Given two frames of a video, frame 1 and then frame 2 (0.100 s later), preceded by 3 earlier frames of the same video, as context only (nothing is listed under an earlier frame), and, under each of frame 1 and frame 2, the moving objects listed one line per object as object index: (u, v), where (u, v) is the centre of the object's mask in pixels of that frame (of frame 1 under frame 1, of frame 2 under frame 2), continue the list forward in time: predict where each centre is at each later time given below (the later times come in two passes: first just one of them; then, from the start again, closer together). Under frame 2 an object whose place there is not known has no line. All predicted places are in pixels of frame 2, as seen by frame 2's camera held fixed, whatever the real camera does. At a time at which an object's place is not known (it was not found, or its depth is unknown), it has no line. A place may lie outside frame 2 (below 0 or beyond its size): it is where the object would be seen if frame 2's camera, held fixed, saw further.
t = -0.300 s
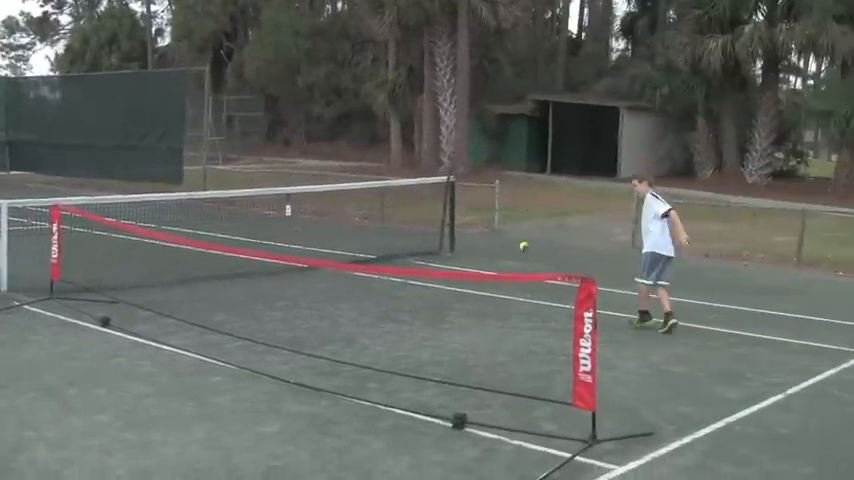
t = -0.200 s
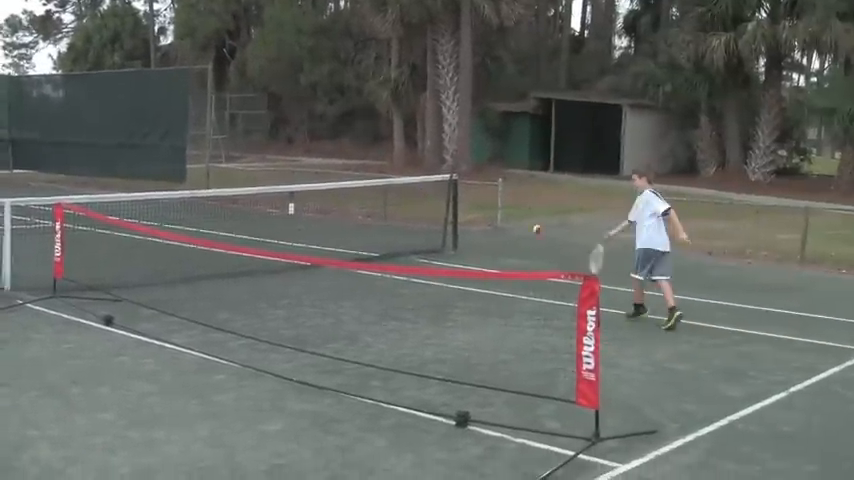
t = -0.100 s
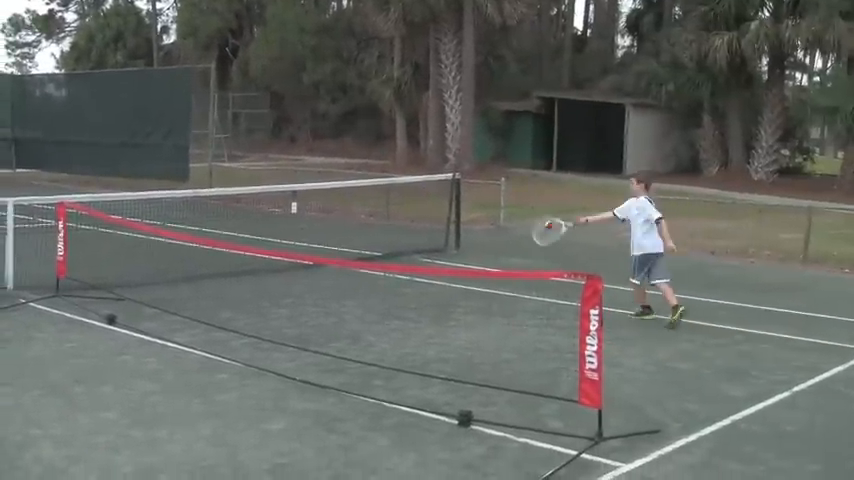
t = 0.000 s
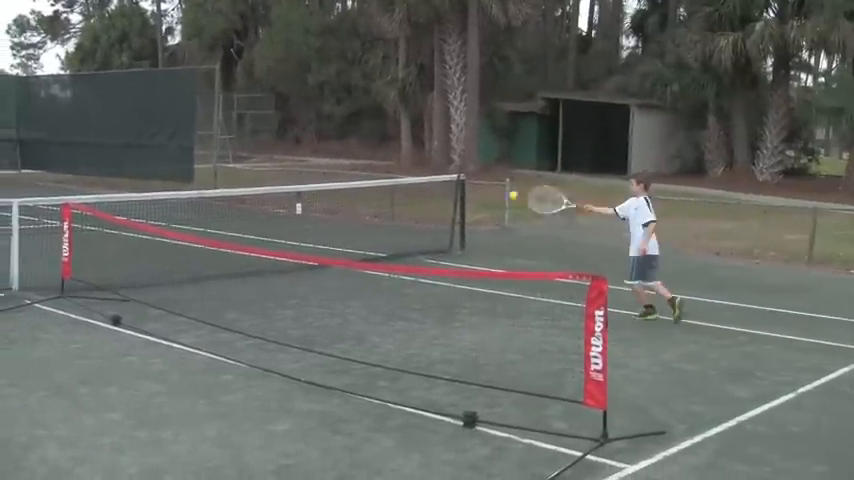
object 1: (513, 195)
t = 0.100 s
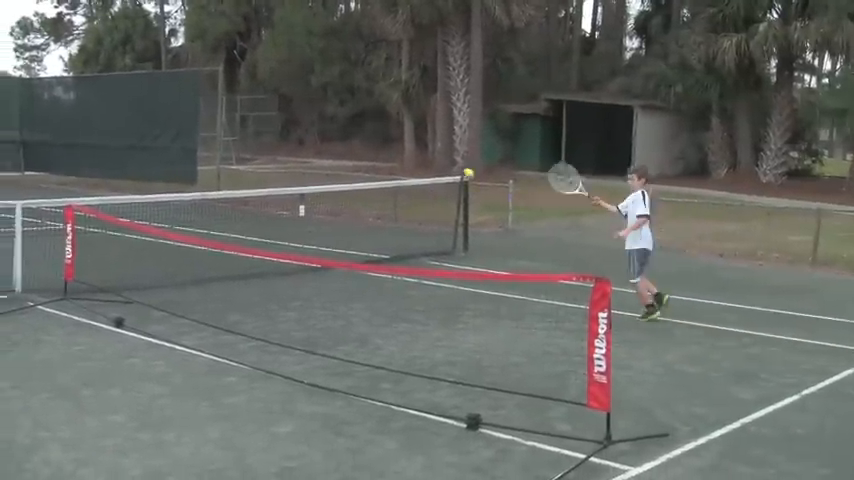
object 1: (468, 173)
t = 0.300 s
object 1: (354, 158)
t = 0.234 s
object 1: (396, 158)
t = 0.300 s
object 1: (354, 158)
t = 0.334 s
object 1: (334, 161)
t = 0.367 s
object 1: (314, 166)
